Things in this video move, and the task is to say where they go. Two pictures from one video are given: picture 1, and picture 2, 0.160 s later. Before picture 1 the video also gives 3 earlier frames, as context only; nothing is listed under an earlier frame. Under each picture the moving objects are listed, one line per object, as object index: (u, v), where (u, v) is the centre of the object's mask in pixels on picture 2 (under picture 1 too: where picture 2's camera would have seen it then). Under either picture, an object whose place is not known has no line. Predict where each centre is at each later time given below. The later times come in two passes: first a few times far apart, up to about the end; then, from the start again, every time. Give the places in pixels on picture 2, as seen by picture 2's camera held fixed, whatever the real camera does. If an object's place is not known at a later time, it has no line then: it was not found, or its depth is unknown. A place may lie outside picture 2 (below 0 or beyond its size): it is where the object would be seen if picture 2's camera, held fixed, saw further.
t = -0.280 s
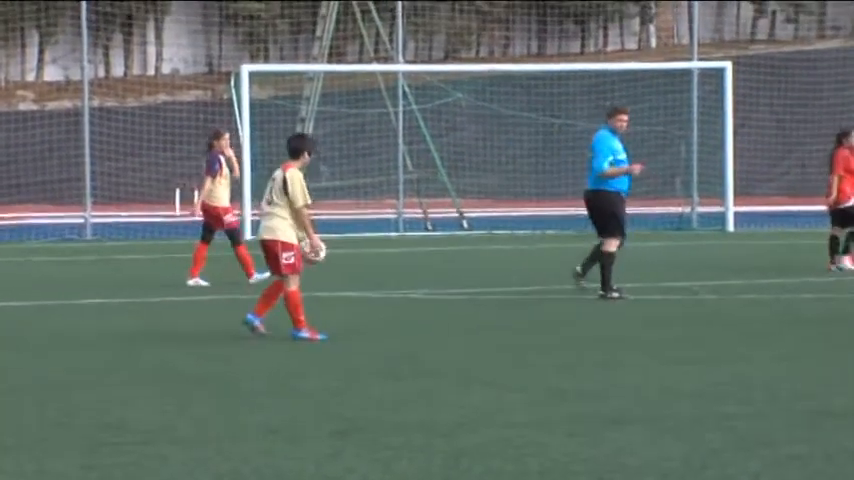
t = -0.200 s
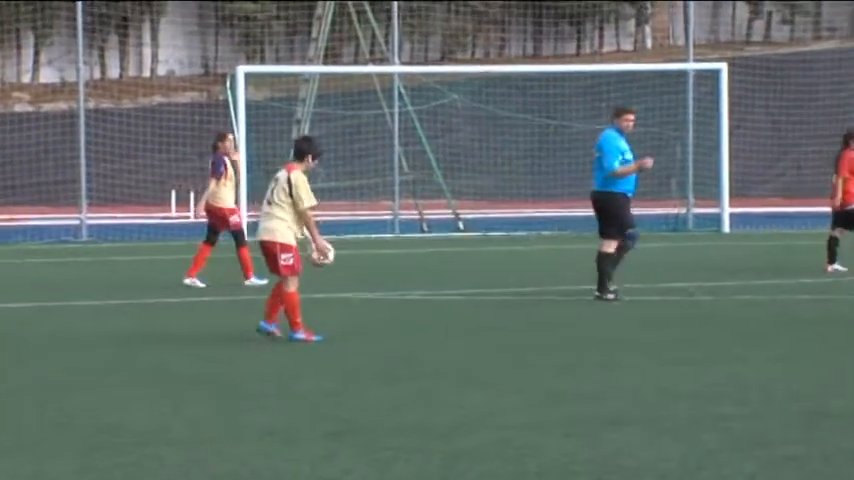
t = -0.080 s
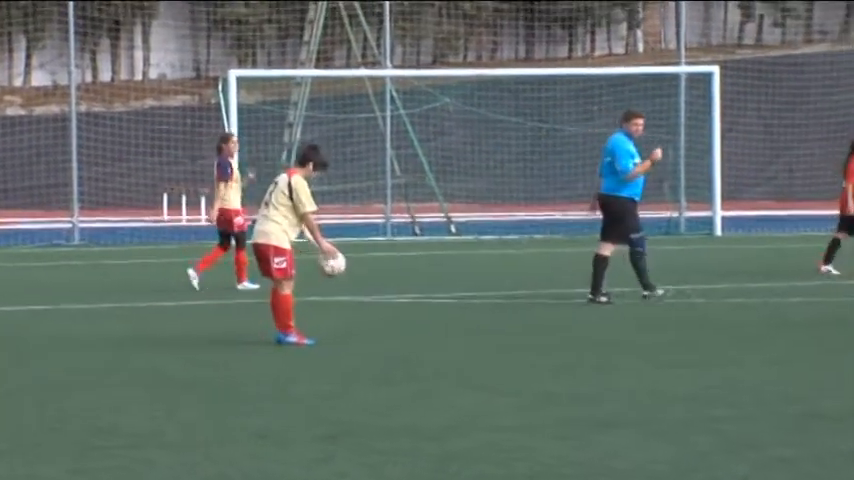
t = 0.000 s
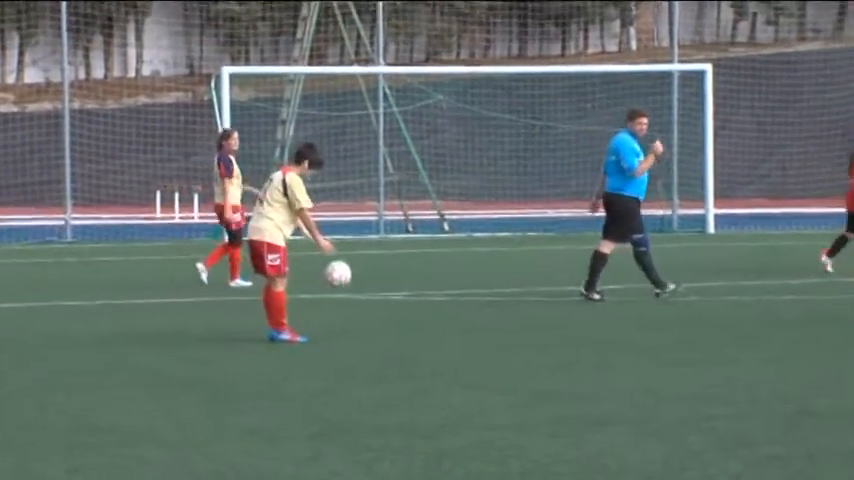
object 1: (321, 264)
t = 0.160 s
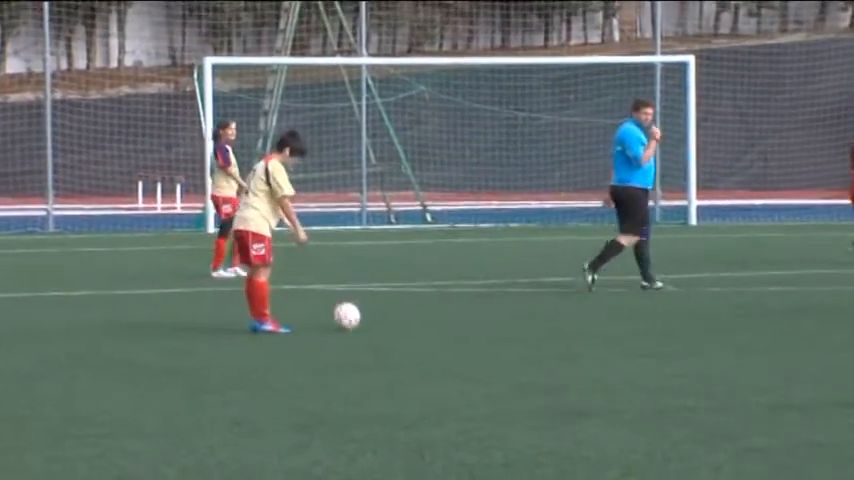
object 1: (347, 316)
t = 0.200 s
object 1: (350, 308)
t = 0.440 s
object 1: (364, 283)
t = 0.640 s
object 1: (378, 317)
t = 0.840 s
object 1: (392, 300)
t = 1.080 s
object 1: (408, 310)
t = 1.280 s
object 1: (422, 315)
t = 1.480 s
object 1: (436, 317)
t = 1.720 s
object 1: (450, 317)
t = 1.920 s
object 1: (460, 317)
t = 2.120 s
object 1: (468, 318)
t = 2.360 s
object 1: (477, 318)
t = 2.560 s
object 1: (481, 319)
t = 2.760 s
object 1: (485, 318)
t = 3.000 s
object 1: (487, 318)
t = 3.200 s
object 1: (488, 318)
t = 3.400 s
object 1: (487, 319)
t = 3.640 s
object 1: (487, 318)
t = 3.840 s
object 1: (487, 318)
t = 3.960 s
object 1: (485, 318)
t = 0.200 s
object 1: (350, 308)
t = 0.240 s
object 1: (352, 298)
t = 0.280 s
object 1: (354, 291)
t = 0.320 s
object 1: (356, 286)
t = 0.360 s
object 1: (359, 283)
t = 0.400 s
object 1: (362, 282)
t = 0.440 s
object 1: (364, 283)
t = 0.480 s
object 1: (367, 285)
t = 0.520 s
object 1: (370, 290)
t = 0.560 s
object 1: (373, 297)
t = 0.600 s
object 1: (375, 306)
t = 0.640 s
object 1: (378, 317)
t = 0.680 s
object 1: (381, 310)
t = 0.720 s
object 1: (384, 305)
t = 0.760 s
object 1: (387, 302)
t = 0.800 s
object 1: (390, 300)
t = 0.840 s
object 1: (392, 300)
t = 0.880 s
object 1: (395, 303)
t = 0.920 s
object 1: (398, 308)
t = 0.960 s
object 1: (401, 315)
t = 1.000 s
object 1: (403, 315)
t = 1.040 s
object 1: (406, 311)
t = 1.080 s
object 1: (408, 310)
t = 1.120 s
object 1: (411, 310)
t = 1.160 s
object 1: (415, 313)
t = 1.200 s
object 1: (417, 317)
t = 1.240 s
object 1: (419, 315)
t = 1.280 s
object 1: (422, 315)
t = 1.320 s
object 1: (424, 315)
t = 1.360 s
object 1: (427, 317)
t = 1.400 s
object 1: (430, 317)
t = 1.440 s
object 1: (433, 318)
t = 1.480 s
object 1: (436, 317)
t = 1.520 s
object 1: (438, 317)
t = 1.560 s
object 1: (441, 317)
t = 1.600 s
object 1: (443, 317)
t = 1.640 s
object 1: (446, 317)
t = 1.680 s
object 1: (448, 317)
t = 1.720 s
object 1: (450, 317)
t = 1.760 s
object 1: (453, 318)
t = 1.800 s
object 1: (455, 318)
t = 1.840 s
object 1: (456, 318)
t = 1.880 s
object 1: (458, 317)
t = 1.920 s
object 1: (460, 317)
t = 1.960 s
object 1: (462, 318)
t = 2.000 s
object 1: (463, 317)
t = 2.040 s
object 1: (465, 318)
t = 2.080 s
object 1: (467, 318)
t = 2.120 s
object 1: (468, 318)
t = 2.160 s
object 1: (469, 318)
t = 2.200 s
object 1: (471, 318)
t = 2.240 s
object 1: (472, 318)
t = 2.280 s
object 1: (474, 318)
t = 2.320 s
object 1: (475, 318)
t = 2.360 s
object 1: (477, 318)
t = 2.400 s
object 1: (477, 318)
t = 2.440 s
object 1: (478, 318)
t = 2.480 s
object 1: (479, 318)
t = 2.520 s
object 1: (480, 318)
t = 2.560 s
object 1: (481, 319)
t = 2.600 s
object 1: (482, 318)
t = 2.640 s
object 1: (483, 318)
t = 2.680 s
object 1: (483, 318)
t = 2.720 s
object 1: (484, 318)
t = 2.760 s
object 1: (485, 318)
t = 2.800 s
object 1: (485, 319)
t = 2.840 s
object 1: (486, 318)
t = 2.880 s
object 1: (486, 319)
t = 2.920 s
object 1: (487, 318)
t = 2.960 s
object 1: (487, 319)
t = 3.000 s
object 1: (487, 318)
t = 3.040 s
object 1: (487, 318)
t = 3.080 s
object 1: (487, 318)
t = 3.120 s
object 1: (488, 319)
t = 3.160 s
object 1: (487, 319)
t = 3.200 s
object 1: (488, 318)
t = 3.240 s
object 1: (488, 318)
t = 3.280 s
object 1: (488, 318)
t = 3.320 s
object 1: (487, 318)
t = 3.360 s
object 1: (487, 318)
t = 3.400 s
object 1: (487, 319)
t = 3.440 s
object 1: (487, 319)
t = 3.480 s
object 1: (487, 318)
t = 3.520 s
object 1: (487, 319)
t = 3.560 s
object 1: (487, 319)
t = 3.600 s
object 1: (487, 318)
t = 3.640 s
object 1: (487, 318)
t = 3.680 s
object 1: (487, 318)
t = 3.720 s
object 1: (487, 318)
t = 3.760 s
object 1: (487, 318)
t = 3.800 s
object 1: (486, 318)
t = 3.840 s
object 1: (487, 318)
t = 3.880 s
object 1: (486, 319)
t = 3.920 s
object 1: (486, 318)
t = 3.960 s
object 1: (485, 318)
